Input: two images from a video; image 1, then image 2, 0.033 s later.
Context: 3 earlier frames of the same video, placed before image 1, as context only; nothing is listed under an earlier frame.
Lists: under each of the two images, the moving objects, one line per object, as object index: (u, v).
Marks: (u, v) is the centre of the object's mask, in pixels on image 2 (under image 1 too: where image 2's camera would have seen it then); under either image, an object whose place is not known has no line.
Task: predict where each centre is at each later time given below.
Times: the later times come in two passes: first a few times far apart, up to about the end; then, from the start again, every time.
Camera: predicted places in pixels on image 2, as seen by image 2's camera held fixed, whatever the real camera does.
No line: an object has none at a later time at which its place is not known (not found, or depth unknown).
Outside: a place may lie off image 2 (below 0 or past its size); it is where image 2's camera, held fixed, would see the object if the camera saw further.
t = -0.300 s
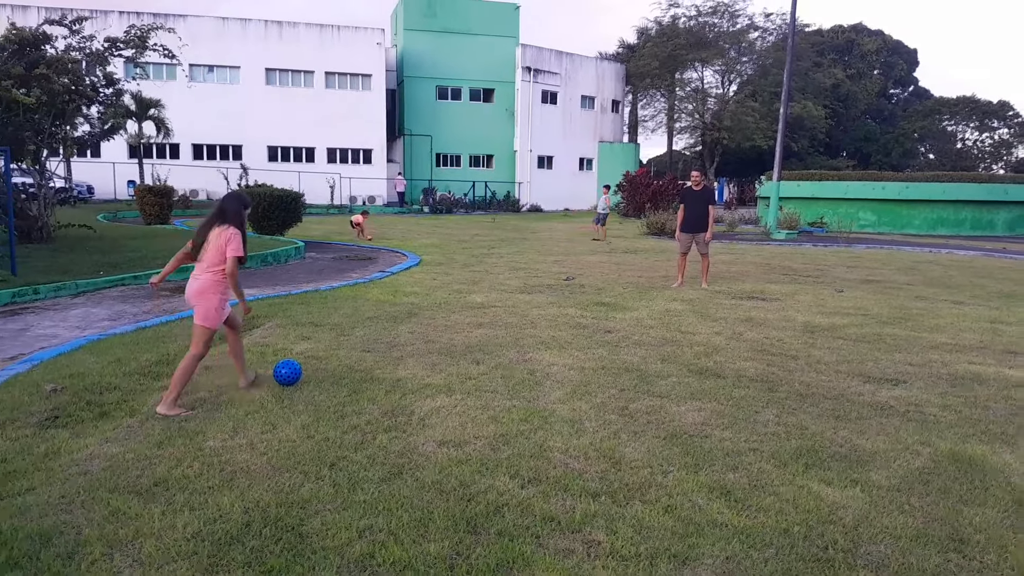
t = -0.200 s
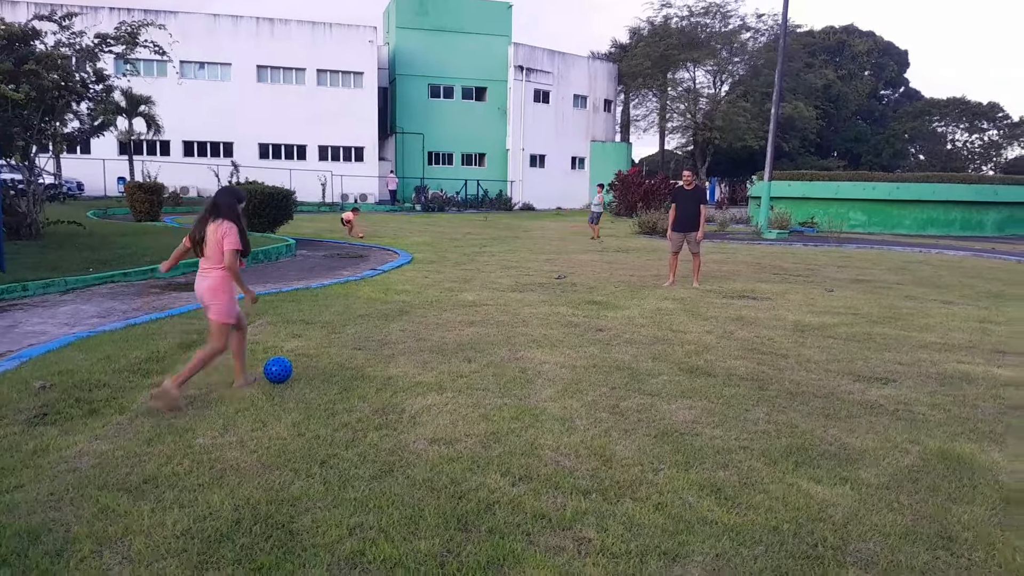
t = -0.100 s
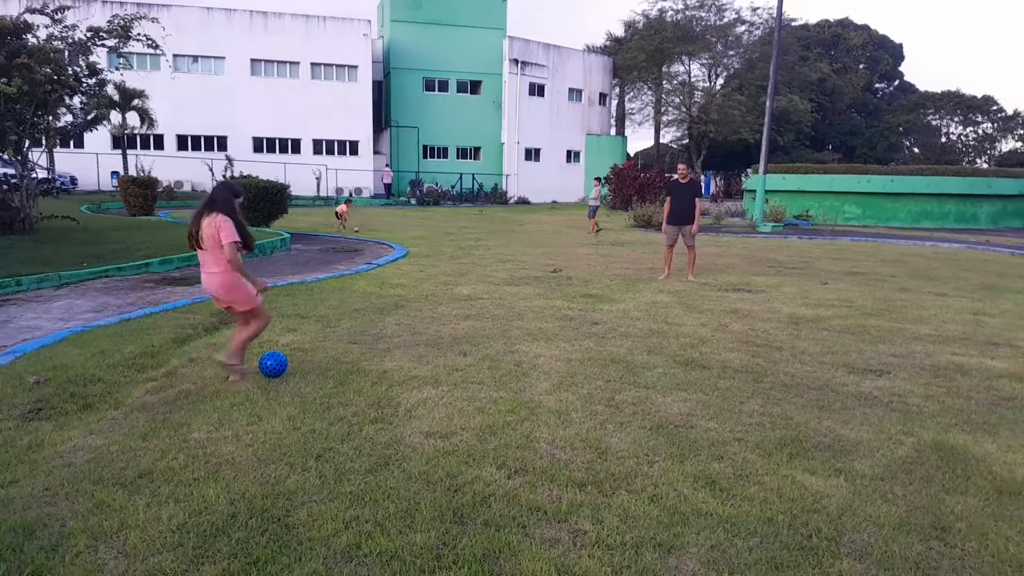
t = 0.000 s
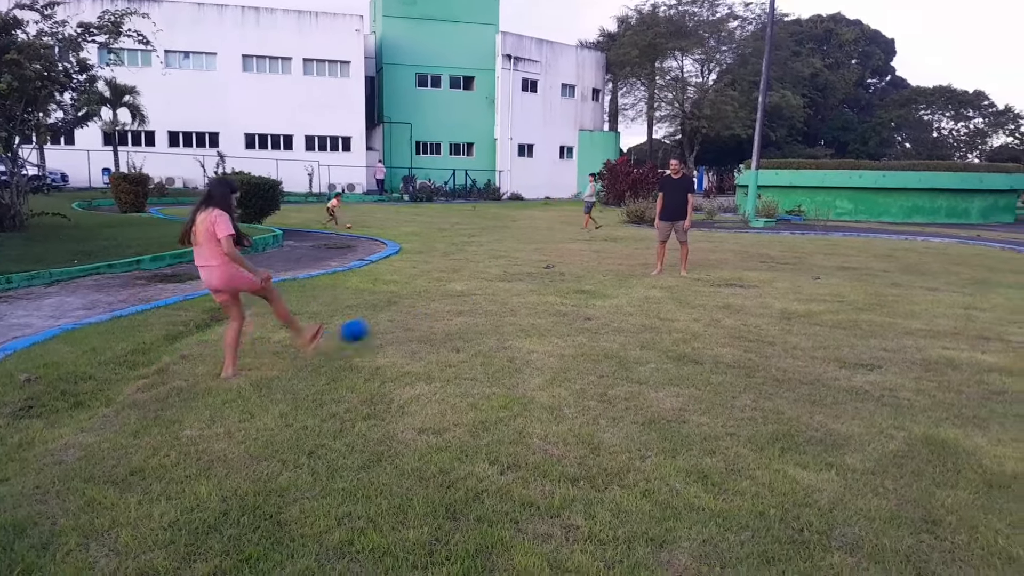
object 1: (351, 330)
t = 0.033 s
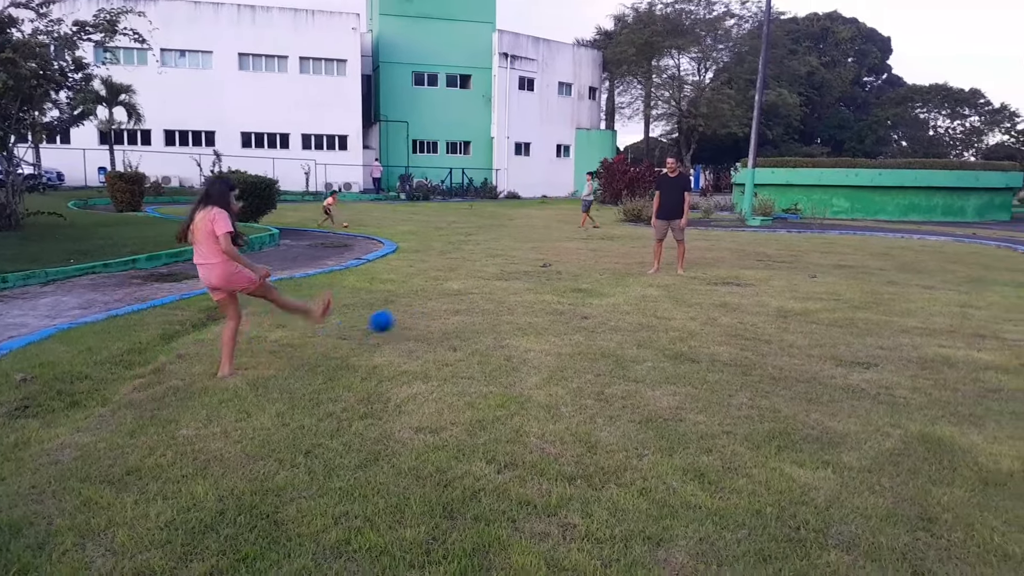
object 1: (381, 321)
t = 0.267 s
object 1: (488, 294)
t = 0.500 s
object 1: (542, 283)
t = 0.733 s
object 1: (580, 279)
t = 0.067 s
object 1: (407, 317)
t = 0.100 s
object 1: (428, 316)
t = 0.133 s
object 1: (445, 313)
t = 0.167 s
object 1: (457, 307)
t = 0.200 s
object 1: (468, 300)
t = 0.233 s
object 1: (478, 297)
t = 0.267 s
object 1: (488, 294)
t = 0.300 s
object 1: (497, 293)
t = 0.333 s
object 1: (506, 293)
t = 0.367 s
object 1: (514, 295)
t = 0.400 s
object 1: (522, 293)
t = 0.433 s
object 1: (529, 288)
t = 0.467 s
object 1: (536, 285)
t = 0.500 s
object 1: (542, 283)
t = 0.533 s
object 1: (549, 280)
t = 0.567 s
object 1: (555, 280)
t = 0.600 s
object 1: (560, 281)
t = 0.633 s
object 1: (566, 283)
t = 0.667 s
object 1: (571, 283)
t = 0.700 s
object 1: (575, 281)
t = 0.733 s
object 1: (580, 279)
